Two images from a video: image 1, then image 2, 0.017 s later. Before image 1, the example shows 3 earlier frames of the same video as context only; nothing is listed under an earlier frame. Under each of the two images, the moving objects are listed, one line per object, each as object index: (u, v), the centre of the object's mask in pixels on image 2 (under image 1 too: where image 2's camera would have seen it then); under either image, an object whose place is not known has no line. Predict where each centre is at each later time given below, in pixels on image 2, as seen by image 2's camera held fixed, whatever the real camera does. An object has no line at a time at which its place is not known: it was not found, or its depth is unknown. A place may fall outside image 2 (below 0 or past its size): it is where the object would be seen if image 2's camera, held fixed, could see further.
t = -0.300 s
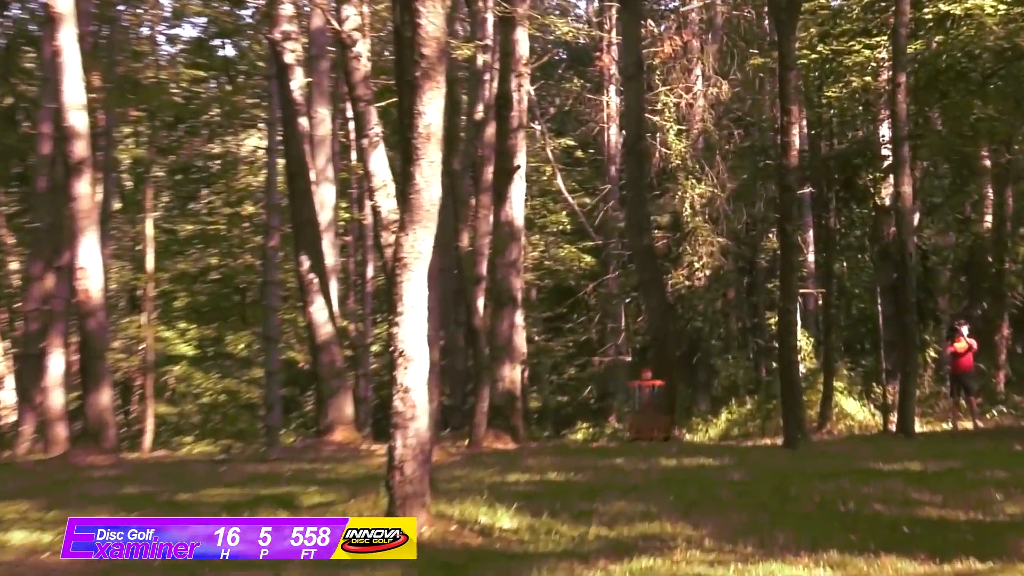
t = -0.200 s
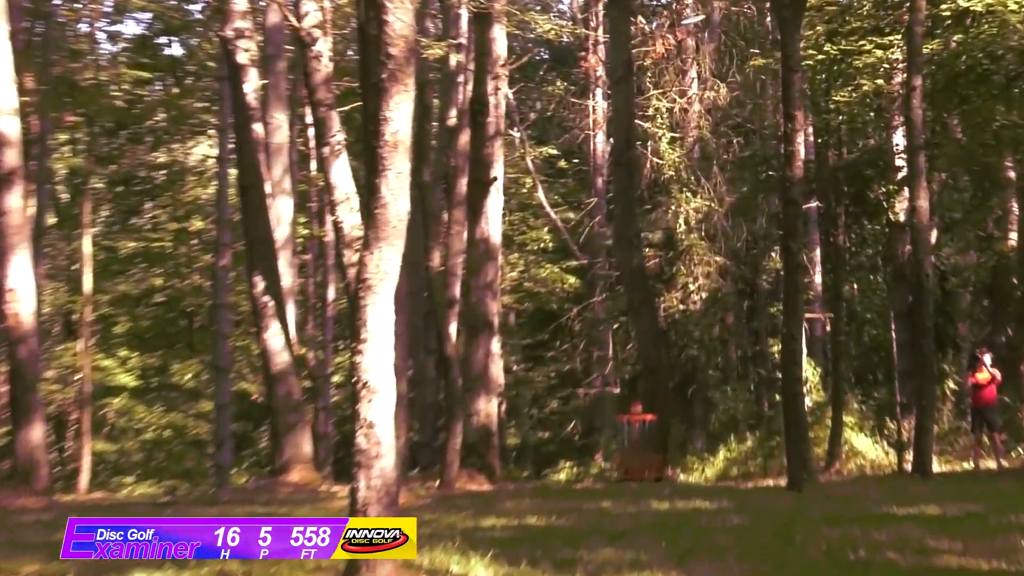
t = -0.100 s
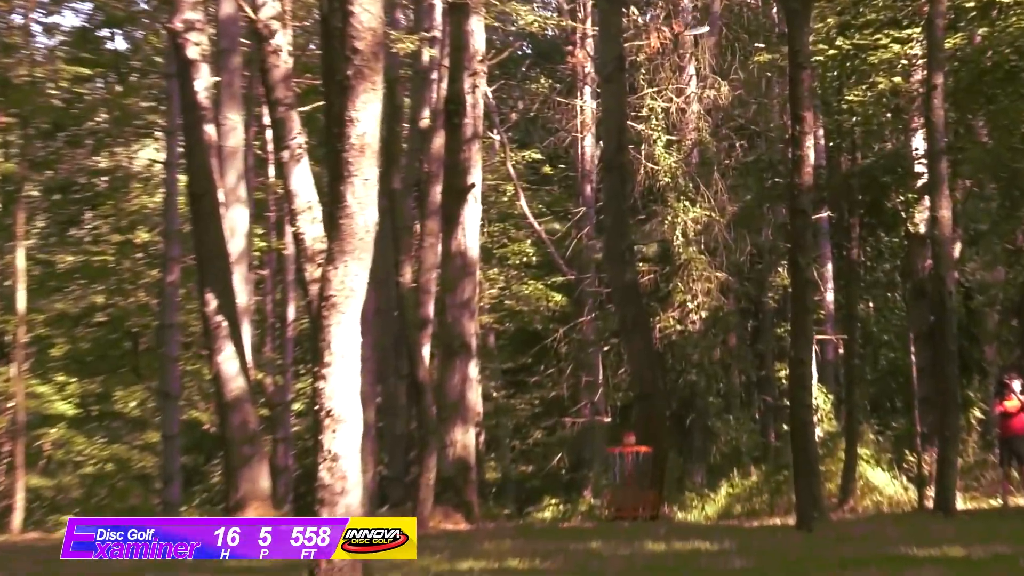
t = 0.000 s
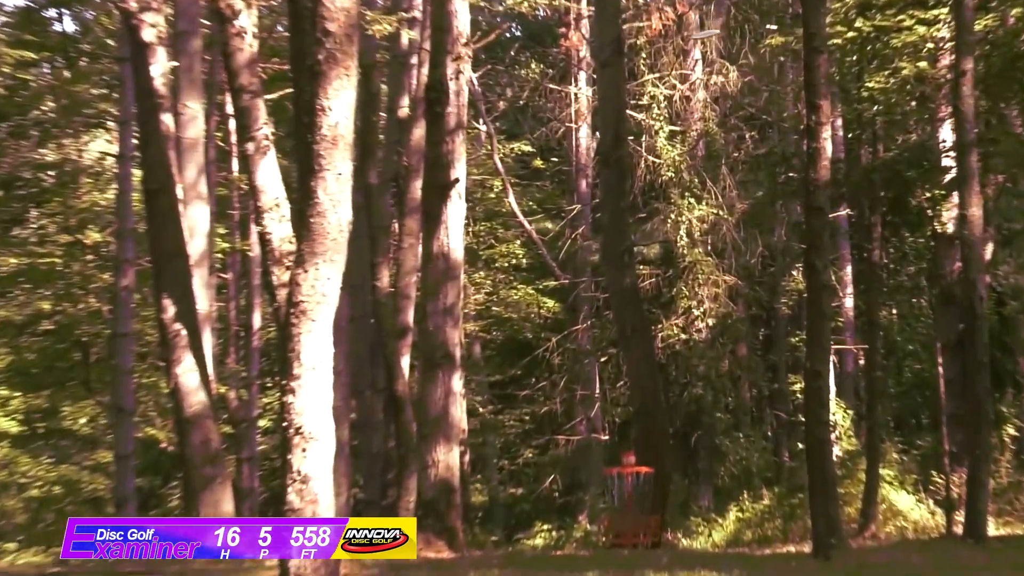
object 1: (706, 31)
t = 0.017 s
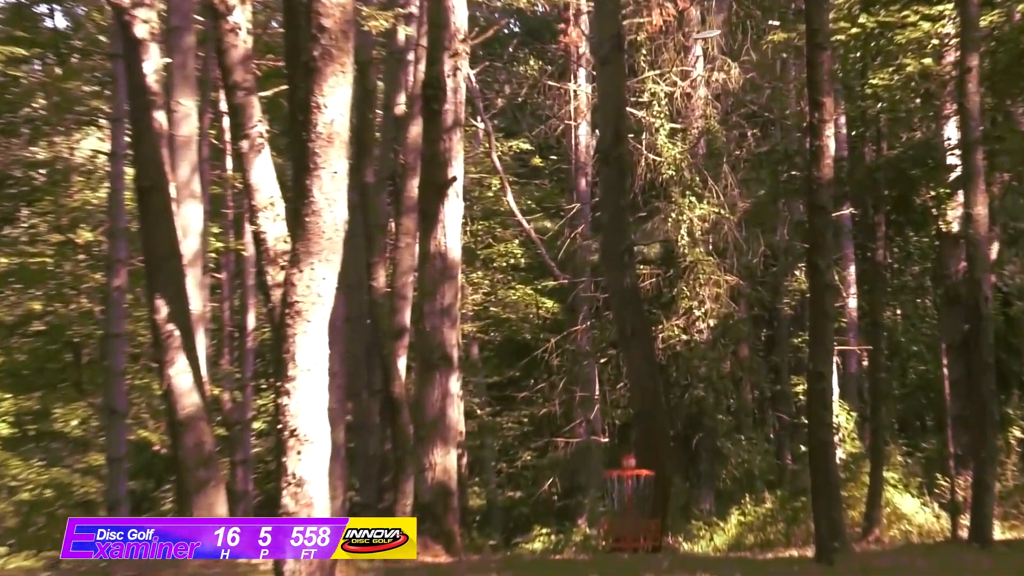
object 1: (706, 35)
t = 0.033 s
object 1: (707, 37)
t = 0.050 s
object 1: (709, 41)
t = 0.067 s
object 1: (708, 45)
